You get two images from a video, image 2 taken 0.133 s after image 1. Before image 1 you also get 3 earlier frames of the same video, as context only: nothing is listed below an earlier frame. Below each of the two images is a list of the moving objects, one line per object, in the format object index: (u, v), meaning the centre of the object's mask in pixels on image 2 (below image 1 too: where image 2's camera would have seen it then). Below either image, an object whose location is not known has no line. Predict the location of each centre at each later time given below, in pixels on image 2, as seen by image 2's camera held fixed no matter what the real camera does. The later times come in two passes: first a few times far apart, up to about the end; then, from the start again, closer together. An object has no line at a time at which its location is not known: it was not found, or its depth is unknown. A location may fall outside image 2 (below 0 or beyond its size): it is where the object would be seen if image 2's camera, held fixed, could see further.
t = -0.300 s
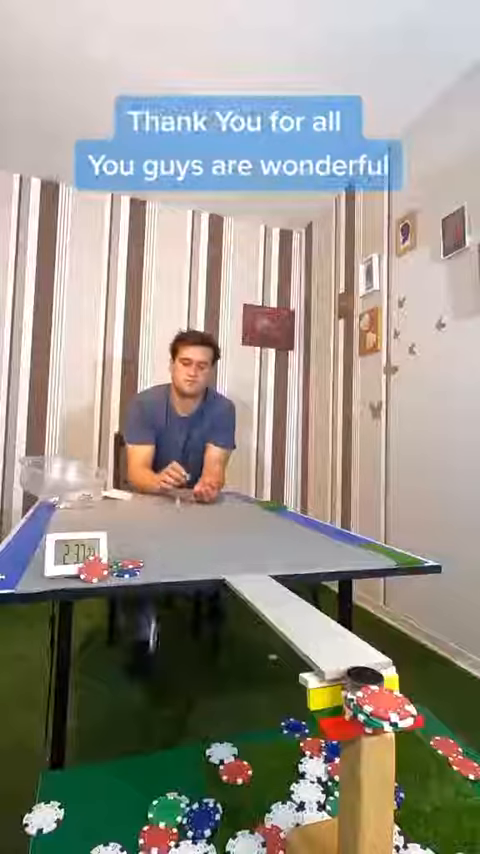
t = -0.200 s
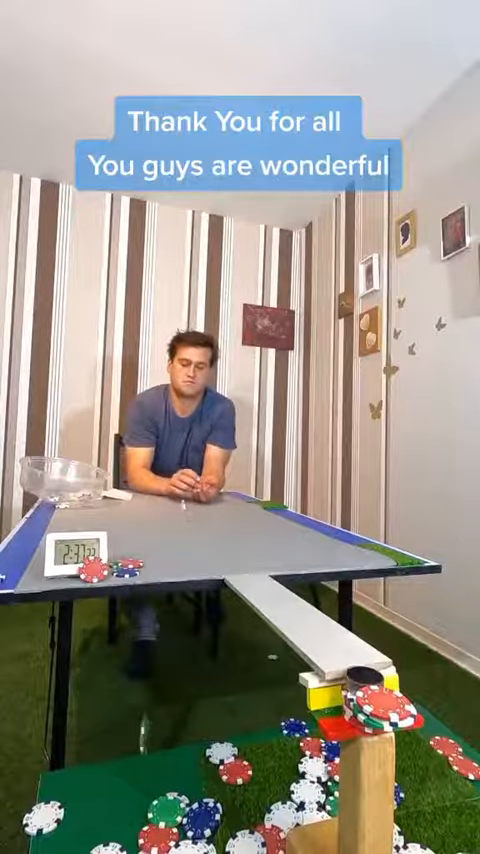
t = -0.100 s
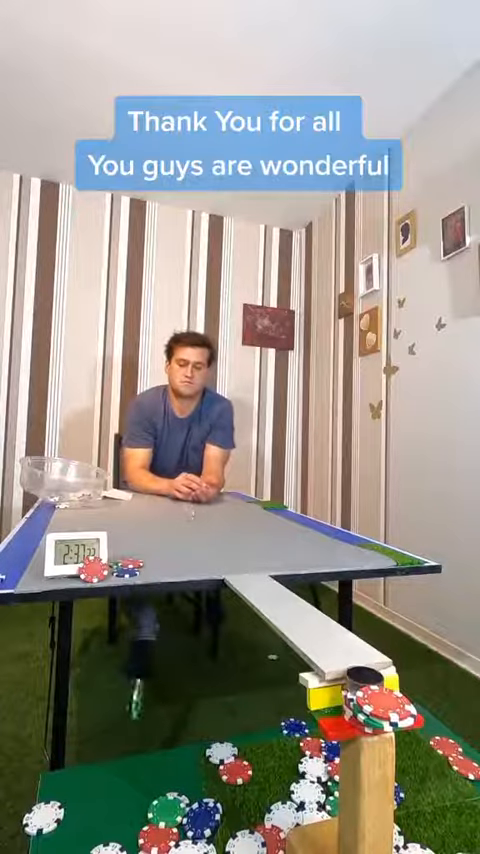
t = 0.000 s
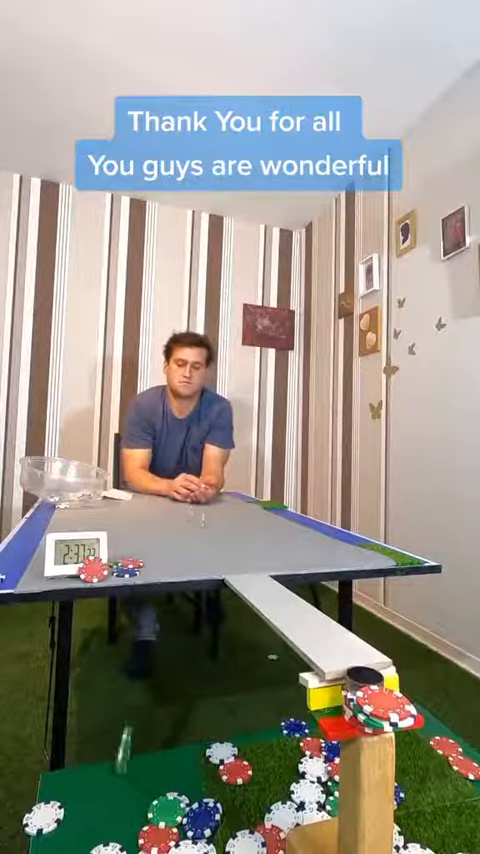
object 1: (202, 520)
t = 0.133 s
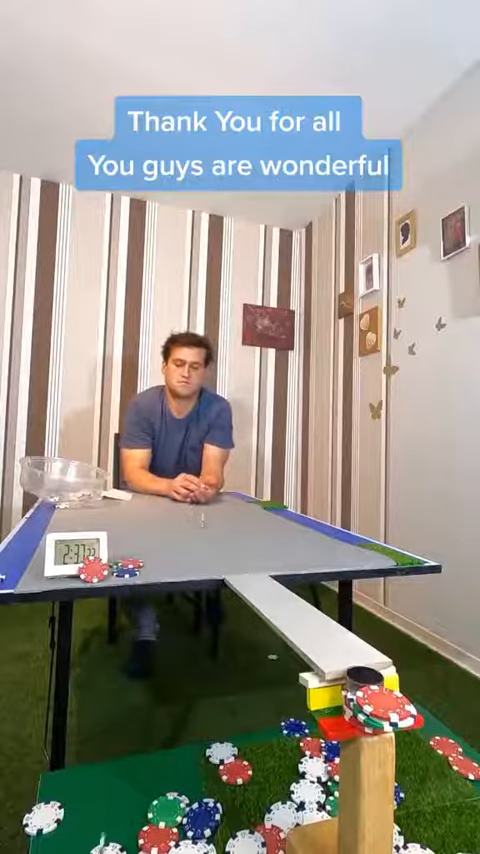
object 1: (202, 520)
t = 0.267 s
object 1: (208, 522)
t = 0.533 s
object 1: (223, 535)
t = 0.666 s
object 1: (228, 538)
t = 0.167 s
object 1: (208, 523)
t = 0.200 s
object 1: (207, 523)
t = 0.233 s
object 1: (208, 522)
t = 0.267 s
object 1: (208, 522)
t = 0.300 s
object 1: (212, 525)
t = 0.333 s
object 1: (213, 524)
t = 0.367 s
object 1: (214, 528)
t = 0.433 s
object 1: (219, 532)
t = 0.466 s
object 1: (220, 532)
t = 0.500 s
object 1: (222, 534)
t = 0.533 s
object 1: (223, 535)
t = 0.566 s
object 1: (224, 535)
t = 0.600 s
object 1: (225, 537)
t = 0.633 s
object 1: (230, 538)
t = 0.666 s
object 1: (228, 538)
